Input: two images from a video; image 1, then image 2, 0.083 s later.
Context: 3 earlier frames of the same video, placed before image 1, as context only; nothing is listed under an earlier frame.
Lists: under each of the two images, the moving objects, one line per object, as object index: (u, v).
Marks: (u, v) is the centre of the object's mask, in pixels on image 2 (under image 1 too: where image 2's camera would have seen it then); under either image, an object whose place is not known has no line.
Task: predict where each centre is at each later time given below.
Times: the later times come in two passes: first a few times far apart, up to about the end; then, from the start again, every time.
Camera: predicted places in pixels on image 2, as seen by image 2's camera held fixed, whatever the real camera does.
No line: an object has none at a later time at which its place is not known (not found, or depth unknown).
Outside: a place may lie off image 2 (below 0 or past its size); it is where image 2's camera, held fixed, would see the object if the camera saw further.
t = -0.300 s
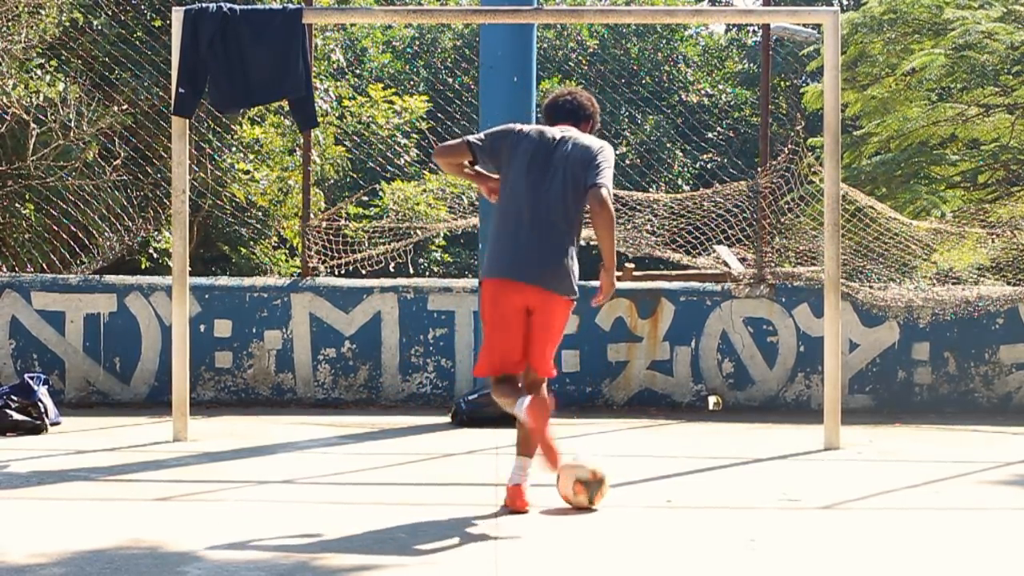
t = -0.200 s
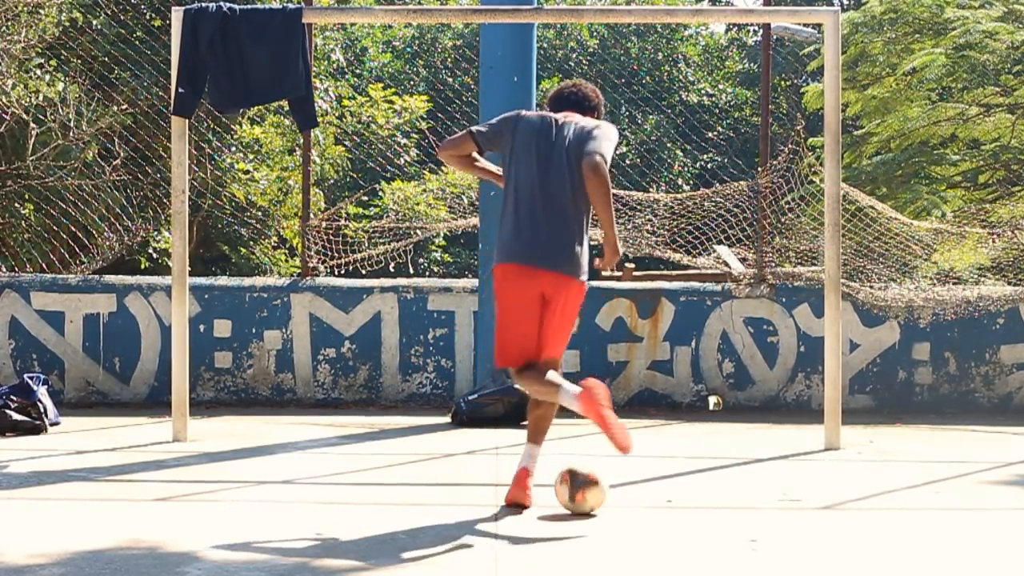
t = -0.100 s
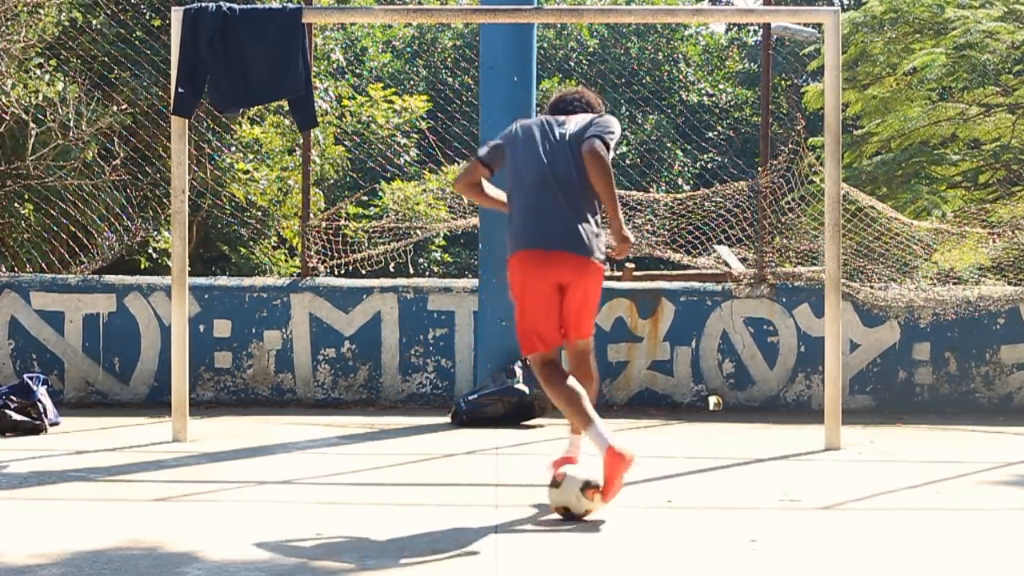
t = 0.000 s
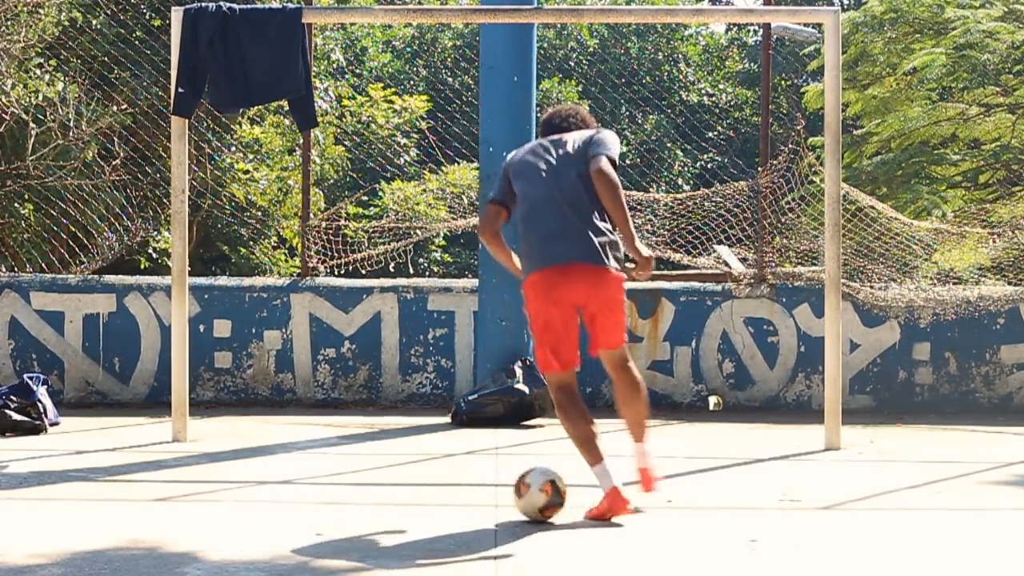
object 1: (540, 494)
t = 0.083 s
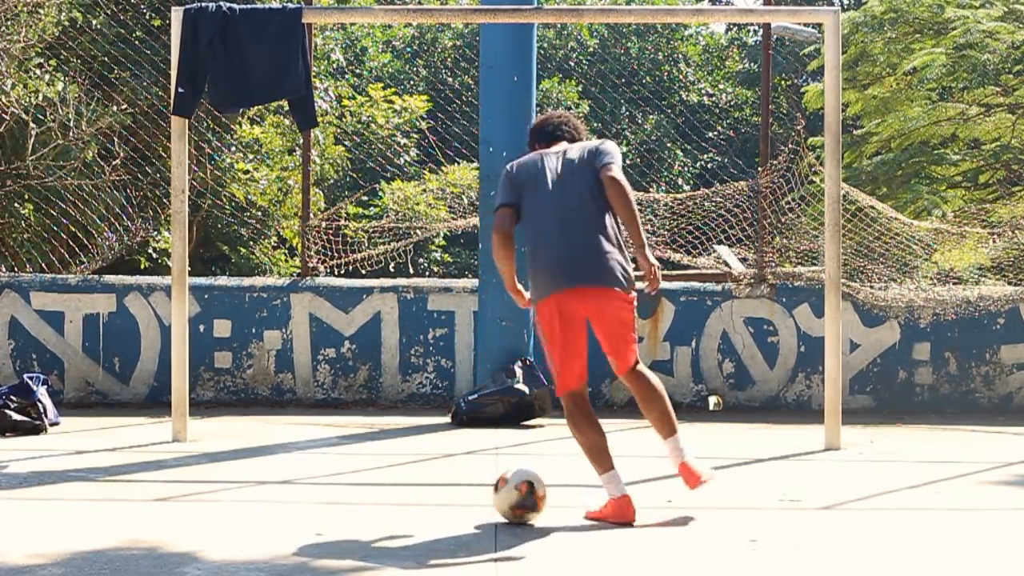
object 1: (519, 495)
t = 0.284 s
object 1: (475, 502)
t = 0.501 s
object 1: (429, 505)
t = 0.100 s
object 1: (515, 496)
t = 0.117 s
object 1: (512, 496)
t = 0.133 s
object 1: (508, 497)
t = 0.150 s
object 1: (504, 497)
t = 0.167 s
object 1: (501, 498)
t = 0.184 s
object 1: (497, 497)
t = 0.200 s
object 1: (493, 498)
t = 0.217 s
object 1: (490, 499)
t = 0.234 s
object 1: (486, 501)
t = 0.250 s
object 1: (483, 502)
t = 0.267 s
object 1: (478, 503)
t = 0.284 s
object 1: (475, 502)
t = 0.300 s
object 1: (472, 502)
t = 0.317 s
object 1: (469, 503)
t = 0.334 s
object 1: (465, 503)
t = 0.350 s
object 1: (462, 503)
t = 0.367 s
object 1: (457, 504)
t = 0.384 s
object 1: (453, 504)
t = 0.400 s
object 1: (450, 504)
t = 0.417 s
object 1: (446, 505)
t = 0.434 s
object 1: (443, 506)
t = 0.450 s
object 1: (439, 506)
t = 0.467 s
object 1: (436, 506)
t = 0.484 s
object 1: (432, 504)
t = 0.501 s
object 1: (429, 505)
